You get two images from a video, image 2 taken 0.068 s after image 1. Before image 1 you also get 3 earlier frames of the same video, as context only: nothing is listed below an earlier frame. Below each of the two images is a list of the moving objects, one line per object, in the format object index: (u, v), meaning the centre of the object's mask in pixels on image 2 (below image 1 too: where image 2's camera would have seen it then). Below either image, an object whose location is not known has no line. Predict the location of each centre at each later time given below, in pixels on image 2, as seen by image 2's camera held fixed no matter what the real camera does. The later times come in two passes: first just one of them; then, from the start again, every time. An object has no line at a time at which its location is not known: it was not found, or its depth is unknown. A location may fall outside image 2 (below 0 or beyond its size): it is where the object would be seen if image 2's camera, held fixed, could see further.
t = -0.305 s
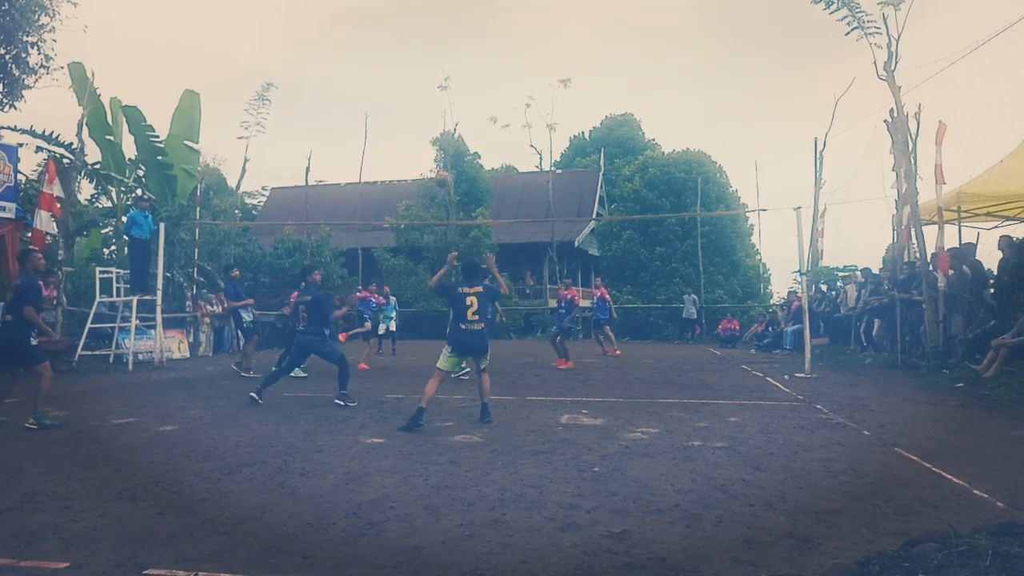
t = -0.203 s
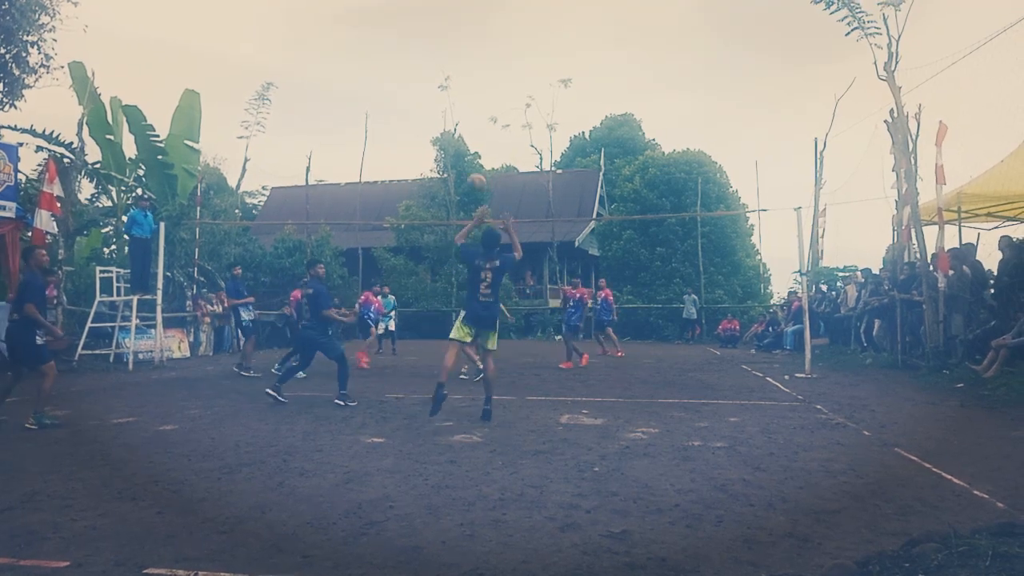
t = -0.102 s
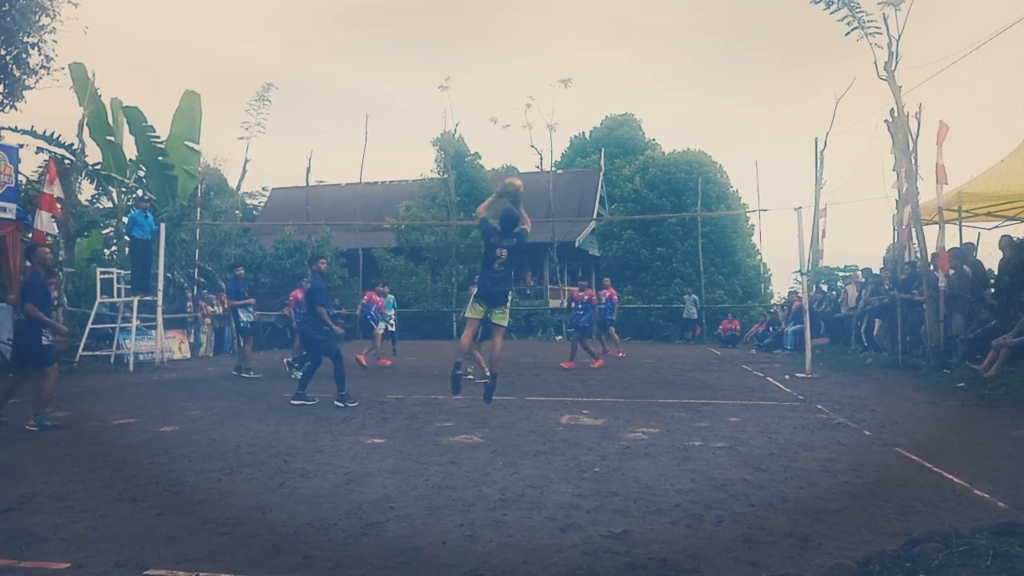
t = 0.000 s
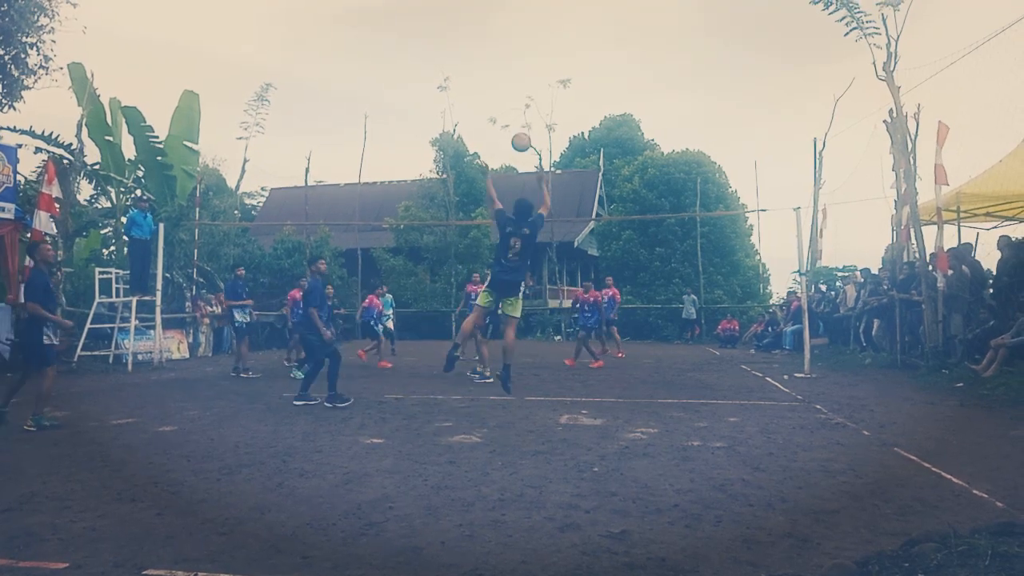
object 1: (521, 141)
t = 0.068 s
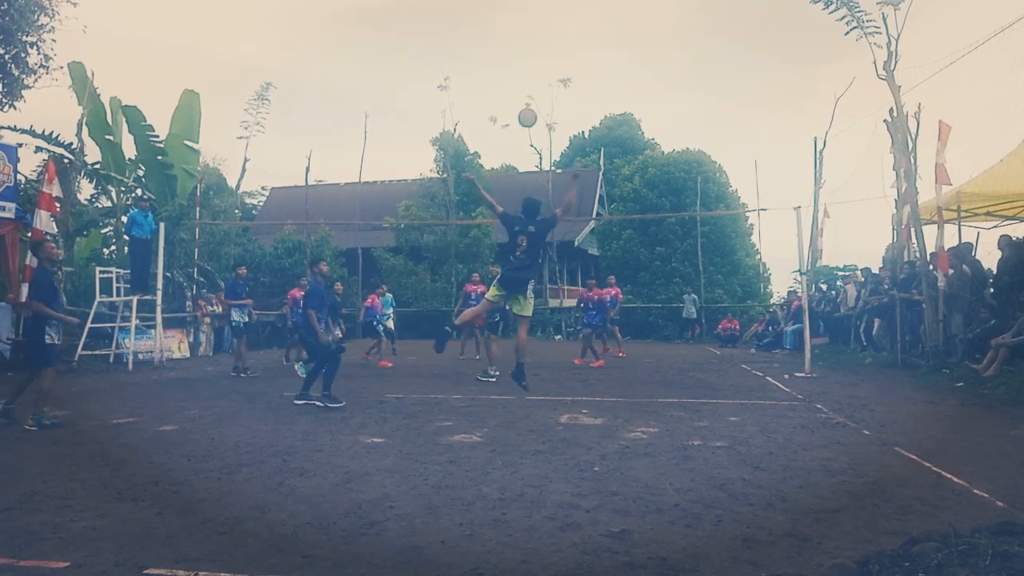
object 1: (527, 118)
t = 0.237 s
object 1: (541, 80)
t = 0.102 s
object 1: (530, 107)
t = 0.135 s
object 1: (533, 99)
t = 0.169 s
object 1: (536, 91)
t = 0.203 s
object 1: (539, 85)
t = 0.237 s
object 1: (541, 80)
